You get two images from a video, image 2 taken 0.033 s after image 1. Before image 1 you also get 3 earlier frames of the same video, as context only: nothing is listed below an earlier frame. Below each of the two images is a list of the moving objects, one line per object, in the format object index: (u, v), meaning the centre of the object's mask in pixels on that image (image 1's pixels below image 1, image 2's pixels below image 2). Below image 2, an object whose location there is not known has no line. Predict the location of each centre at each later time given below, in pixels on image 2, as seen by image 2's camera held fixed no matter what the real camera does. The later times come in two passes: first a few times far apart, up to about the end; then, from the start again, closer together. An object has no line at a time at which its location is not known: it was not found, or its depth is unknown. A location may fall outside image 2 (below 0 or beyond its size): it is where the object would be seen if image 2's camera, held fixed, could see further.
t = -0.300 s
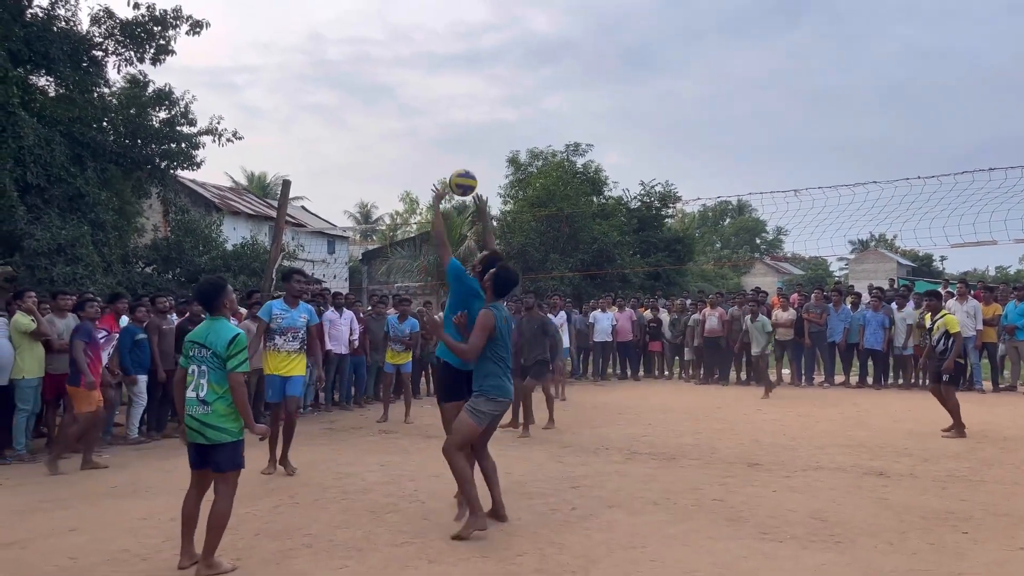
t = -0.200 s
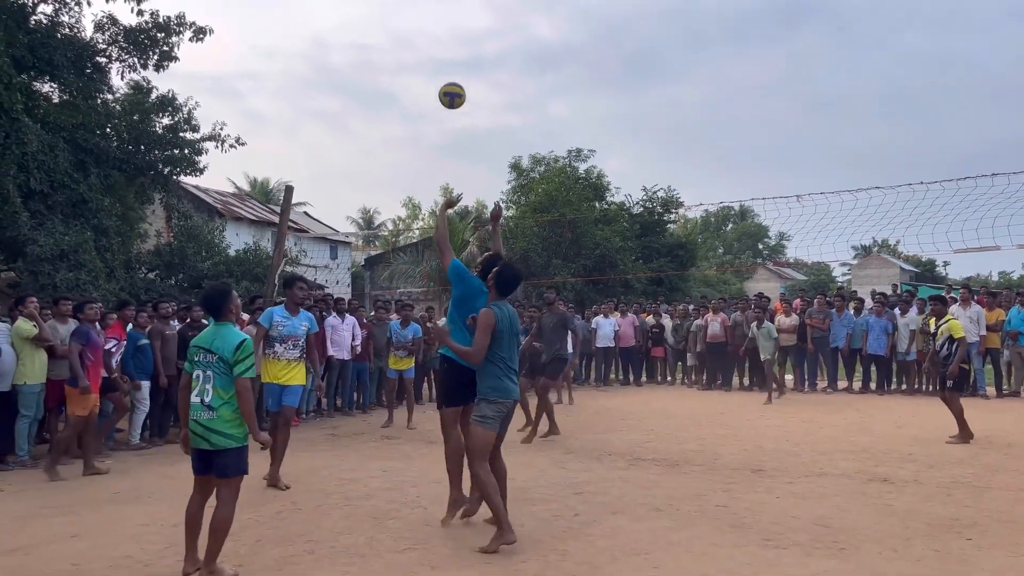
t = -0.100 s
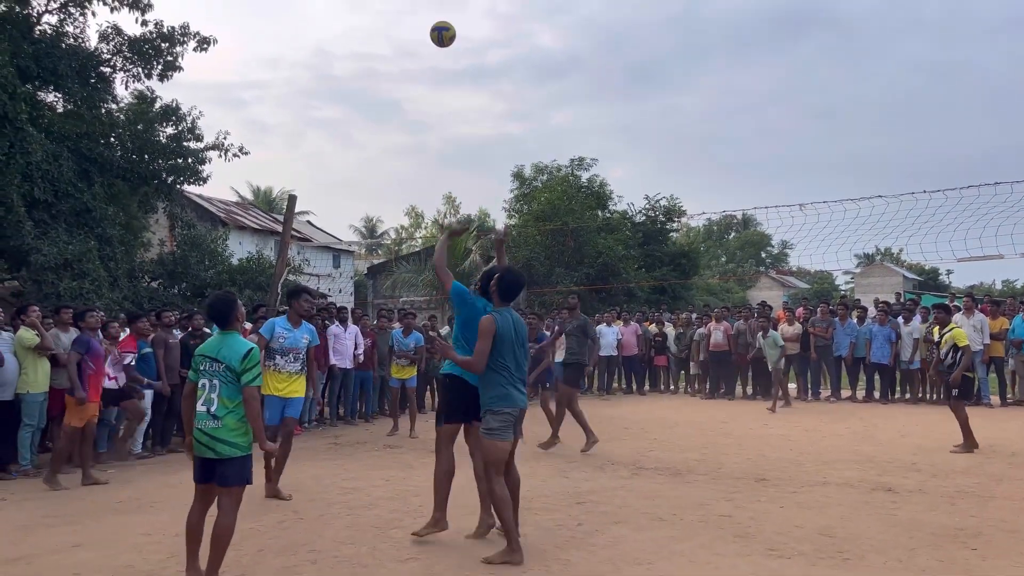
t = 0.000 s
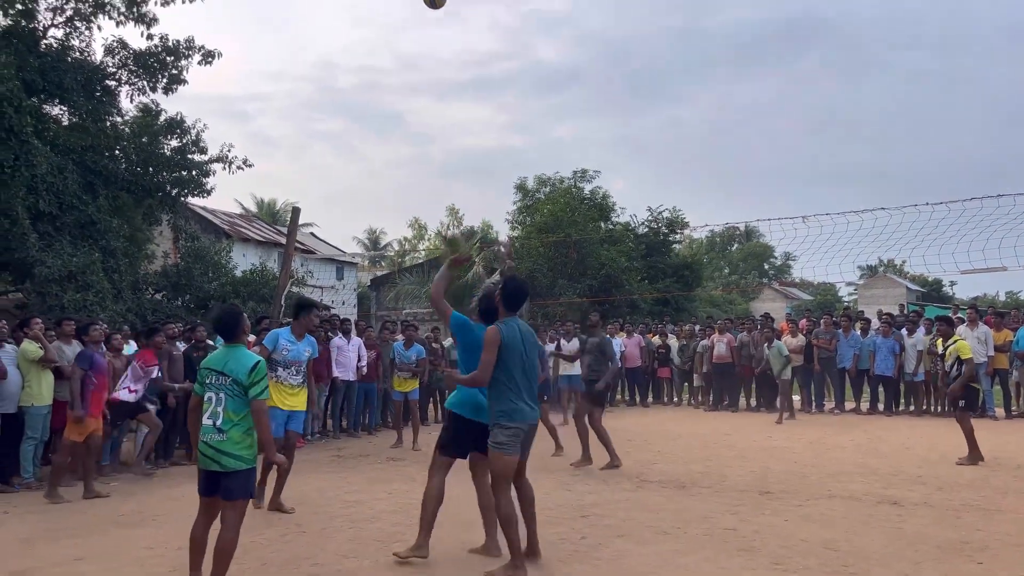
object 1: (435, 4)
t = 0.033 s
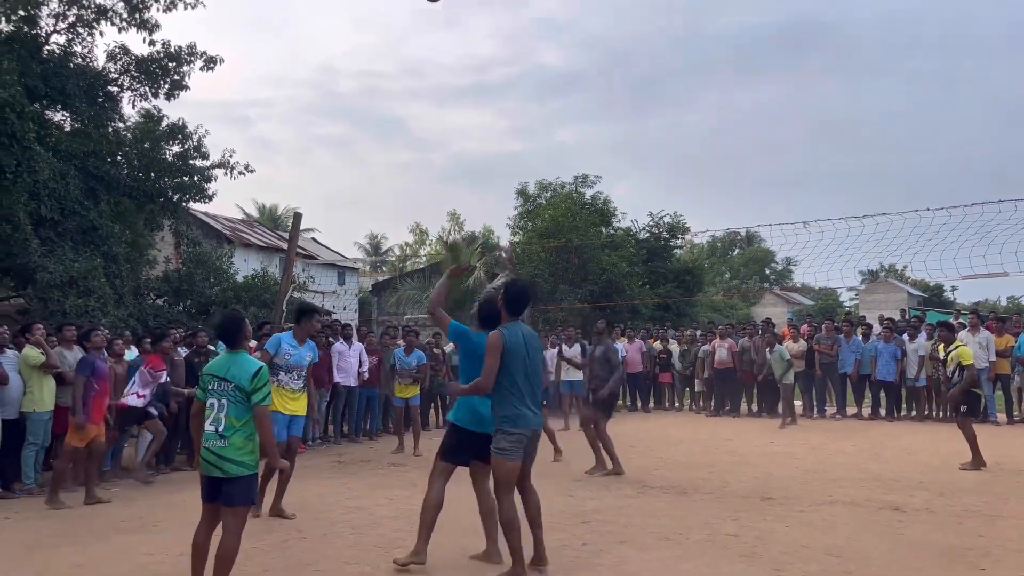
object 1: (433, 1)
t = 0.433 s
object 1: (396, -61)
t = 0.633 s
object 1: (381, -28)
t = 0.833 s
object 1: (368, 36)
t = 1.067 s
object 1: (356, 142)
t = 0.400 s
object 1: (399, -64)
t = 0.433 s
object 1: (396, -61)
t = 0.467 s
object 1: (393, -58)
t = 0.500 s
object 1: (390, -54)
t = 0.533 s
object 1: (388, -48)
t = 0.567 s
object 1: (385, -42)
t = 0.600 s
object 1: (383, -35)
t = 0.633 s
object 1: (381, -28)
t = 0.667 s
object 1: (378, -19)
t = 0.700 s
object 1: (376, -9)
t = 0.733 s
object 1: (374, 1)
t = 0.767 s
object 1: (372, 12)
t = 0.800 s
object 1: (370, 24)
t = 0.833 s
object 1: (368, 36)
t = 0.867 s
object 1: (366, 50)
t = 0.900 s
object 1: (364, 63)
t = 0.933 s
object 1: (362, 78)
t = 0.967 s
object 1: (360, 93)
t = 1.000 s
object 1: (359, 109)
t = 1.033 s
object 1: (357, 125)
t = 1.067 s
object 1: (356, 142)
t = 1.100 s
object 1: (354, 159)
